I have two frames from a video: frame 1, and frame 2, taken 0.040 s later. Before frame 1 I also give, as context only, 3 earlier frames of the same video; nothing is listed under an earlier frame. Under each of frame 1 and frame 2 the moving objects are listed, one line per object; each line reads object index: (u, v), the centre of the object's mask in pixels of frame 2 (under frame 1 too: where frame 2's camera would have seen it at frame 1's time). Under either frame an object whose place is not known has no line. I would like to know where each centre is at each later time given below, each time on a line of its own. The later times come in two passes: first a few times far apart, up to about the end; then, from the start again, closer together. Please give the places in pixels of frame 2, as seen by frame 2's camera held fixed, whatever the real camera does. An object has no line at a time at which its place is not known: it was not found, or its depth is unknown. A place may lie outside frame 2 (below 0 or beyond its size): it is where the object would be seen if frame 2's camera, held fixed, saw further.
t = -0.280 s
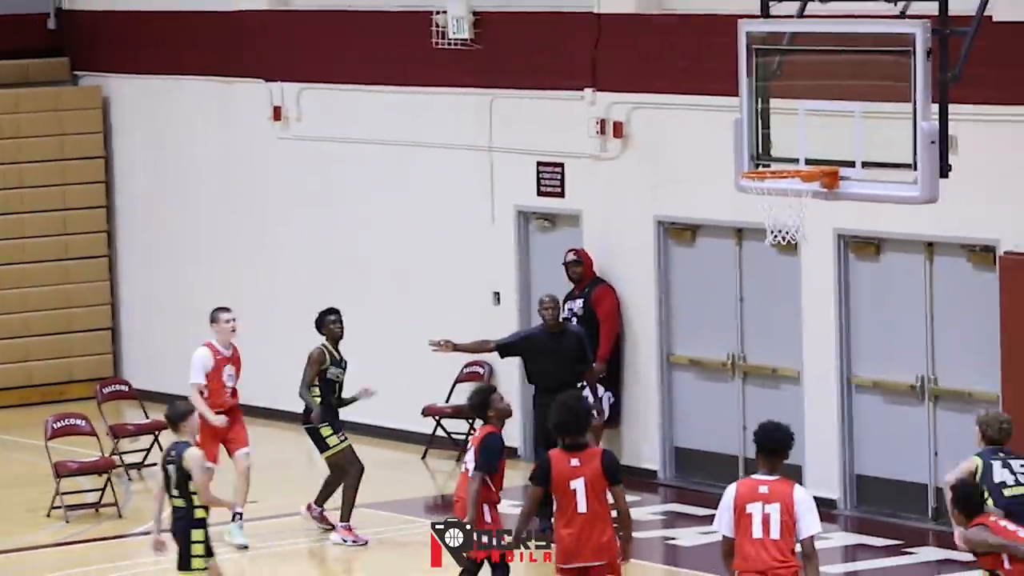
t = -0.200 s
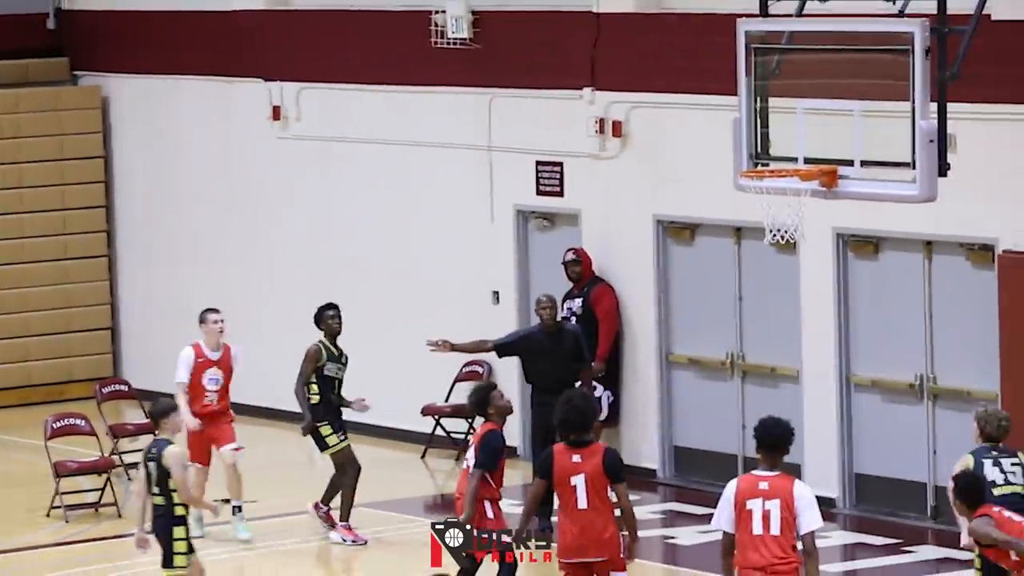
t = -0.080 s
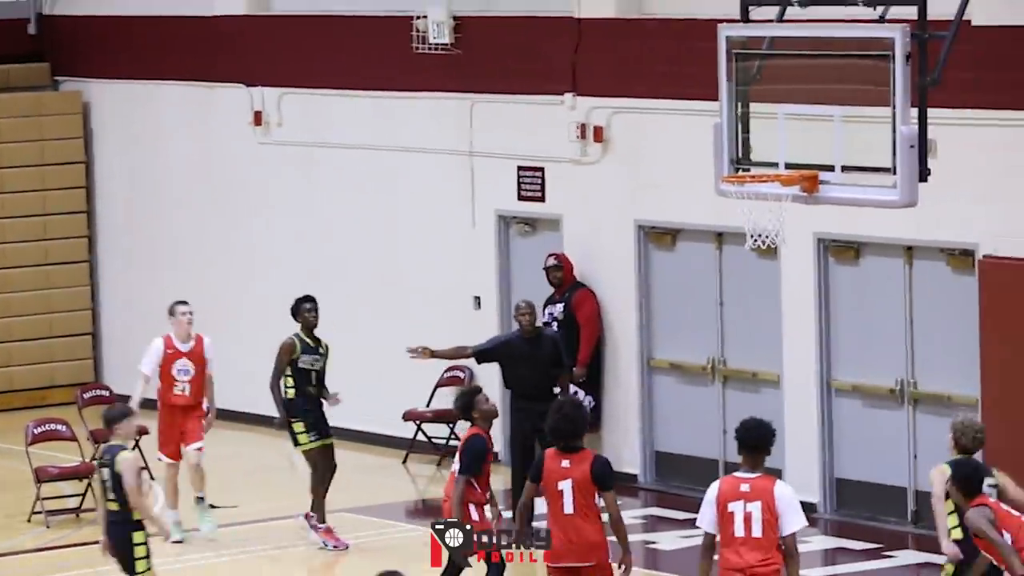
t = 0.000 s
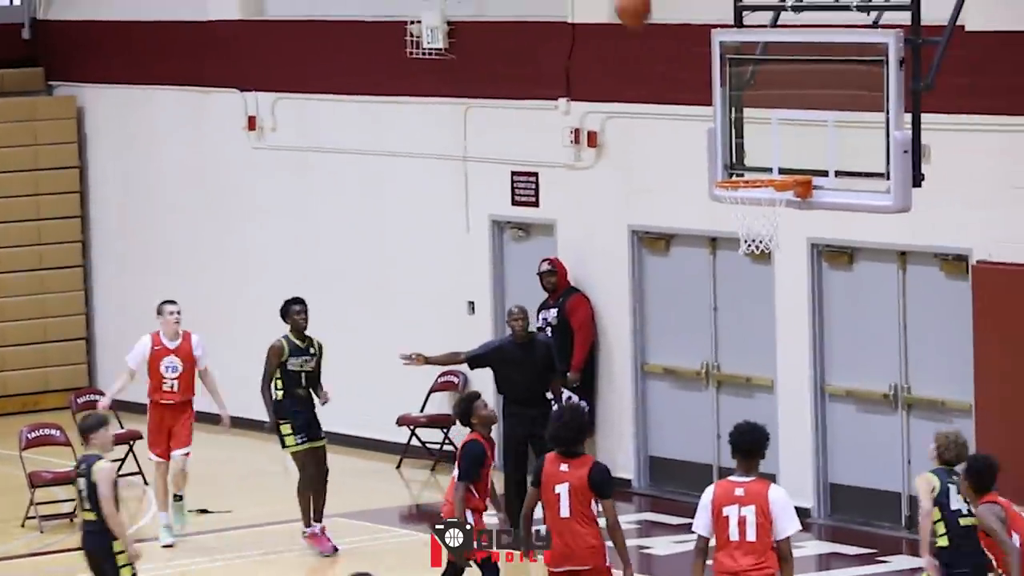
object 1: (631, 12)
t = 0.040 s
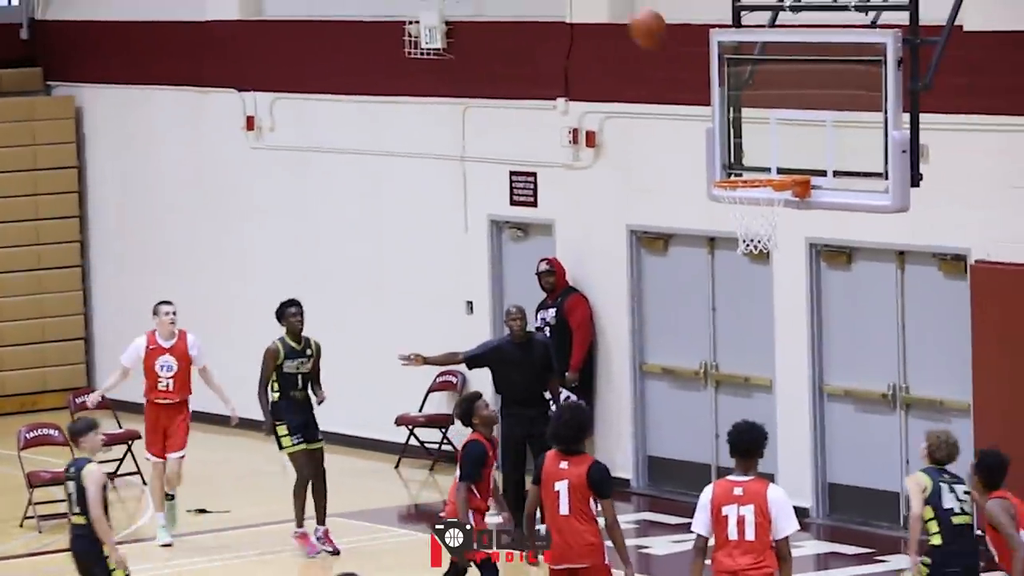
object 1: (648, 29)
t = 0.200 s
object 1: (714, 132)
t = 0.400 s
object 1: (771, 208)
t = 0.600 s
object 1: (756, 232)
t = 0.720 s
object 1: (748, 263)
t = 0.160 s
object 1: (695, 99)
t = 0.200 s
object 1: (714, 132)
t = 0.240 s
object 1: (730, 163)
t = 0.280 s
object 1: (747, 188)
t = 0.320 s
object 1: (763, 209)
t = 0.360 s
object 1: (770, 209)
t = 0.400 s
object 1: (771, 208)
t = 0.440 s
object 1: (768, 211)
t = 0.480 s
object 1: (766, 216)
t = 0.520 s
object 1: (763, 221)
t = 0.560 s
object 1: (759, 227)
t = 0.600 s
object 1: (756, 232)
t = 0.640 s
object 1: (752, 237)
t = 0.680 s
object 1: (749, 248)
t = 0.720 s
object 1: (748, 263)
